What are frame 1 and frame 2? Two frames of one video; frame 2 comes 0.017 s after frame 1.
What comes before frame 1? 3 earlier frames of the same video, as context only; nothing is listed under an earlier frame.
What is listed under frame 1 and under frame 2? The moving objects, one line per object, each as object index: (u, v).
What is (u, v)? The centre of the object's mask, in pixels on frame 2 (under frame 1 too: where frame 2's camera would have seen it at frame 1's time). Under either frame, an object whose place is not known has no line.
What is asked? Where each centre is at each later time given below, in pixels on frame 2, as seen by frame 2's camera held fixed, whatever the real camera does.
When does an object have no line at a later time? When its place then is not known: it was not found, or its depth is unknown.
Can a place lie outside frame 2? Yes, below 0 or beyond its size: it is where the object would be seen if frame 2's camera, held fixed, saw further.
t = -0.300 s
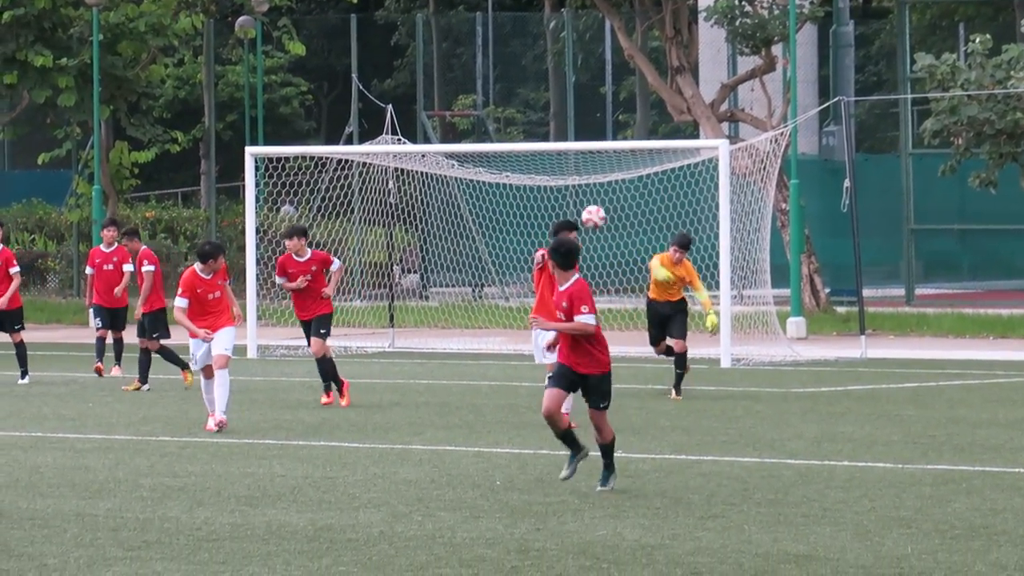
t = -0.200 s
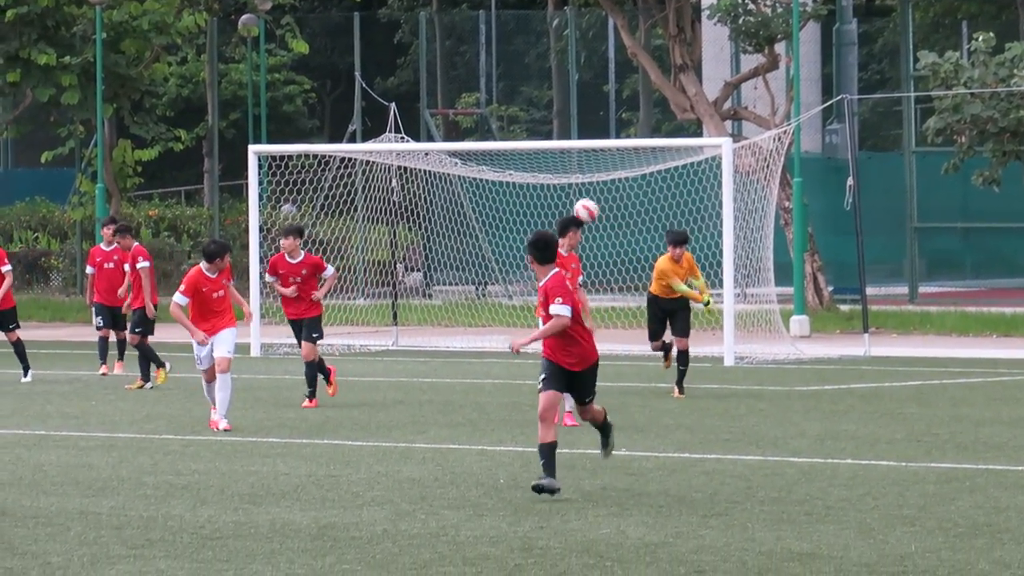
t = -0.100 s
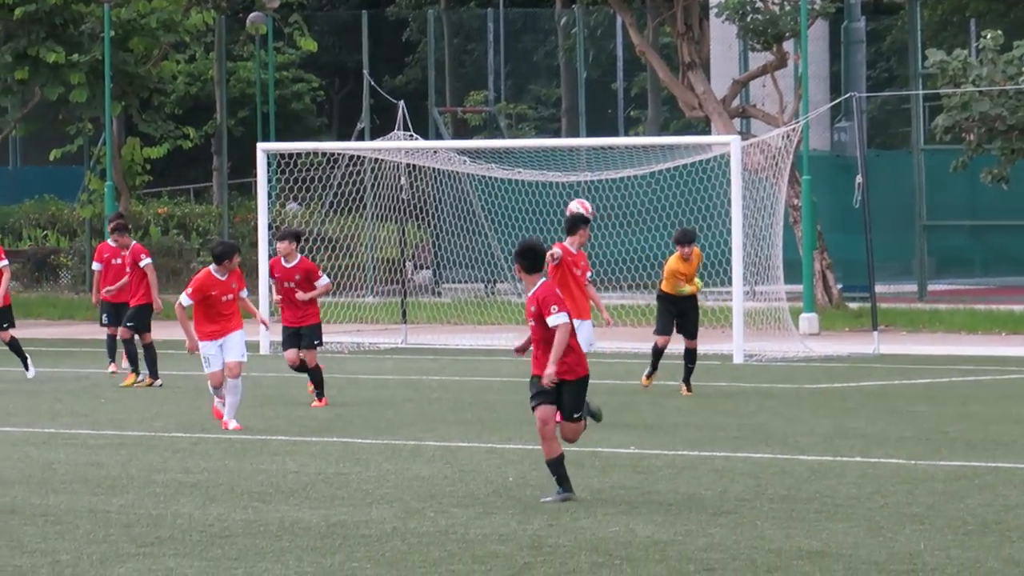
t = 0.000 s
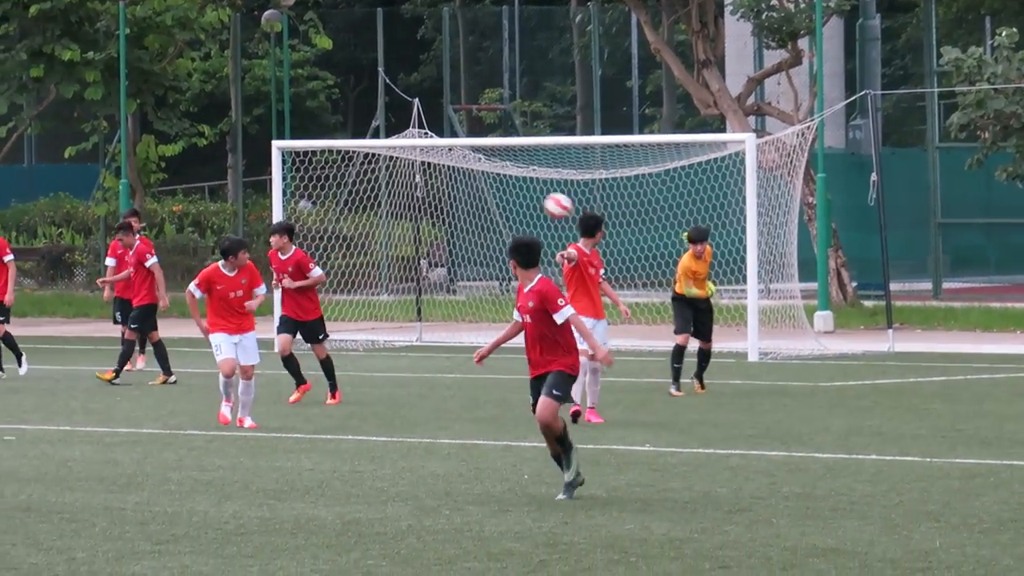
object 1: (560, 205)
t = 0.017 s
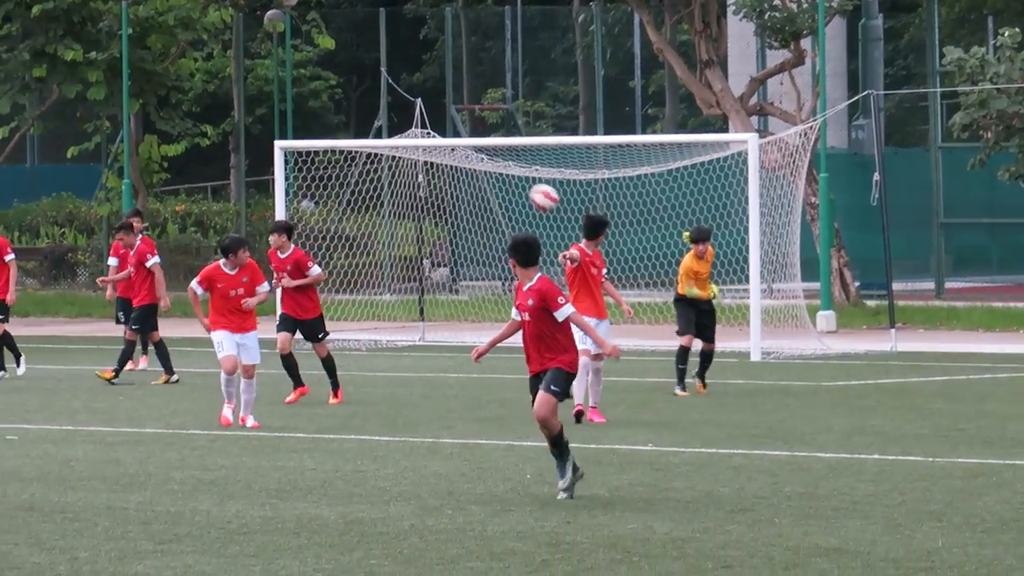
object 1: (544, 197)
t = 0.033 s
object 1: (527, 189)
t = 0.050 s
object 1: (511, 180)
